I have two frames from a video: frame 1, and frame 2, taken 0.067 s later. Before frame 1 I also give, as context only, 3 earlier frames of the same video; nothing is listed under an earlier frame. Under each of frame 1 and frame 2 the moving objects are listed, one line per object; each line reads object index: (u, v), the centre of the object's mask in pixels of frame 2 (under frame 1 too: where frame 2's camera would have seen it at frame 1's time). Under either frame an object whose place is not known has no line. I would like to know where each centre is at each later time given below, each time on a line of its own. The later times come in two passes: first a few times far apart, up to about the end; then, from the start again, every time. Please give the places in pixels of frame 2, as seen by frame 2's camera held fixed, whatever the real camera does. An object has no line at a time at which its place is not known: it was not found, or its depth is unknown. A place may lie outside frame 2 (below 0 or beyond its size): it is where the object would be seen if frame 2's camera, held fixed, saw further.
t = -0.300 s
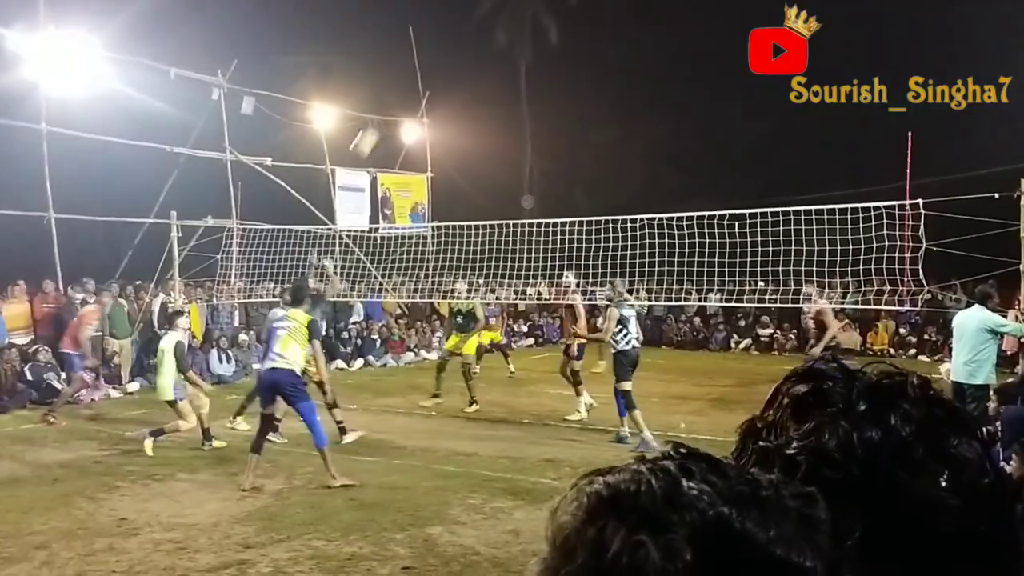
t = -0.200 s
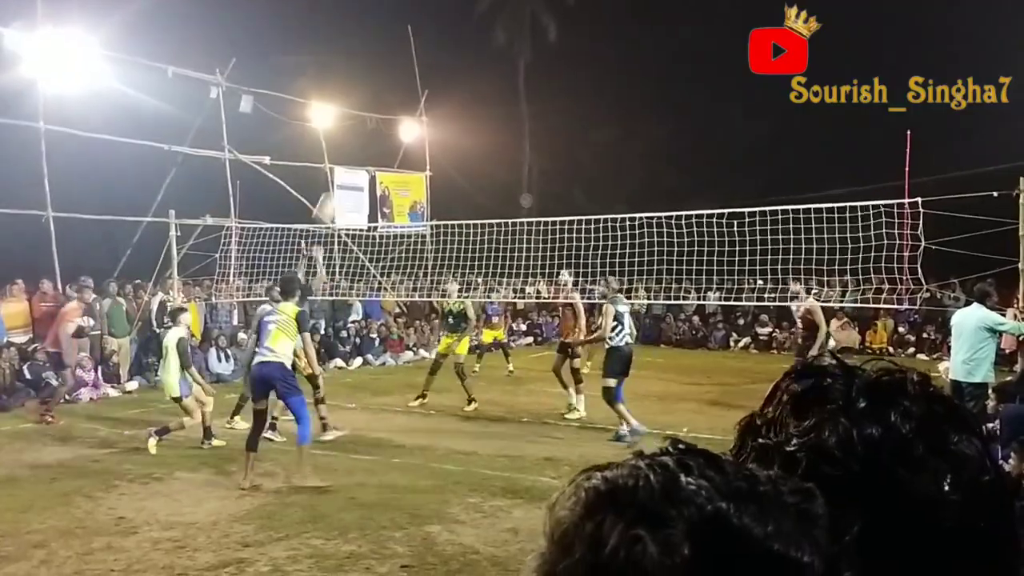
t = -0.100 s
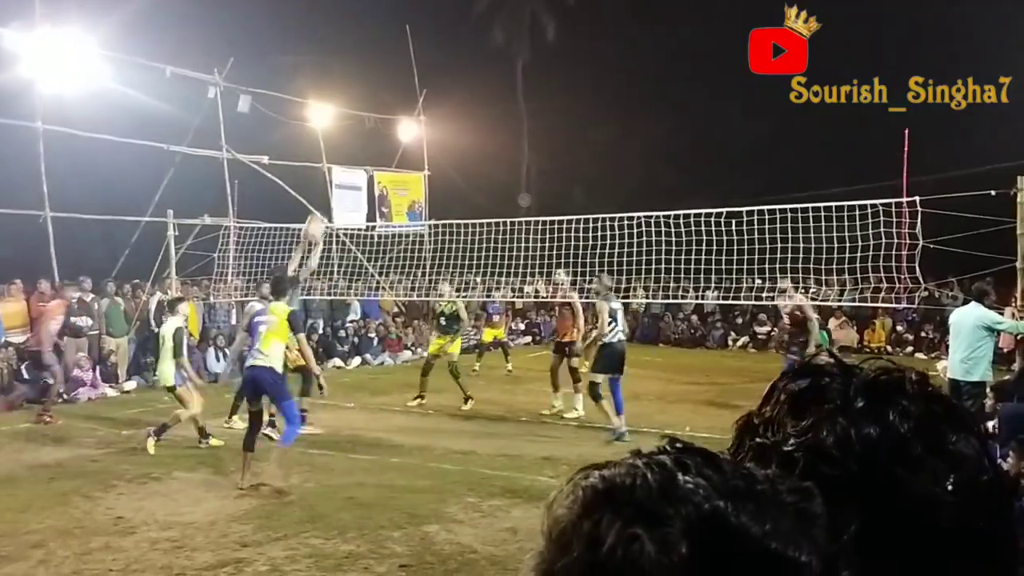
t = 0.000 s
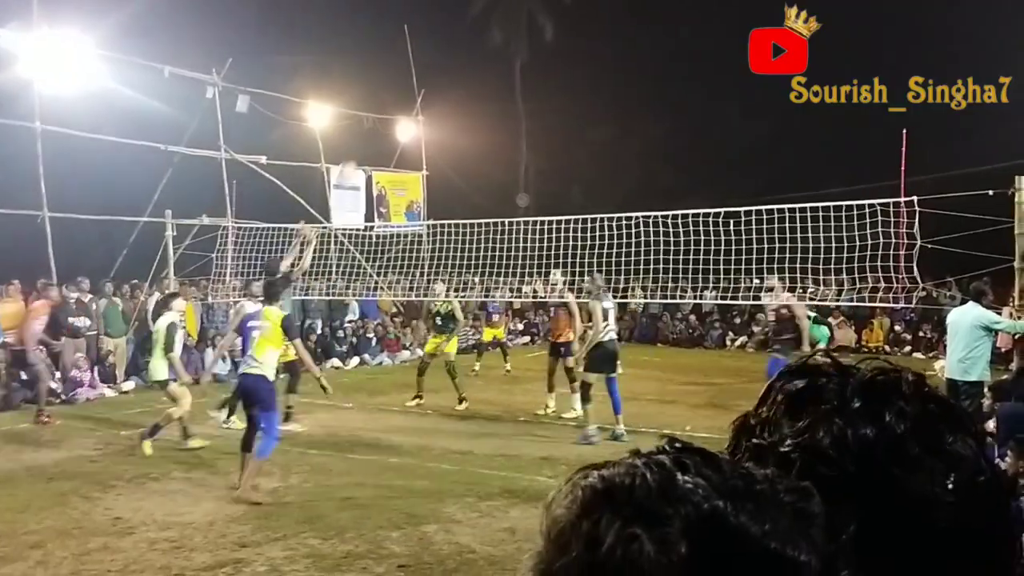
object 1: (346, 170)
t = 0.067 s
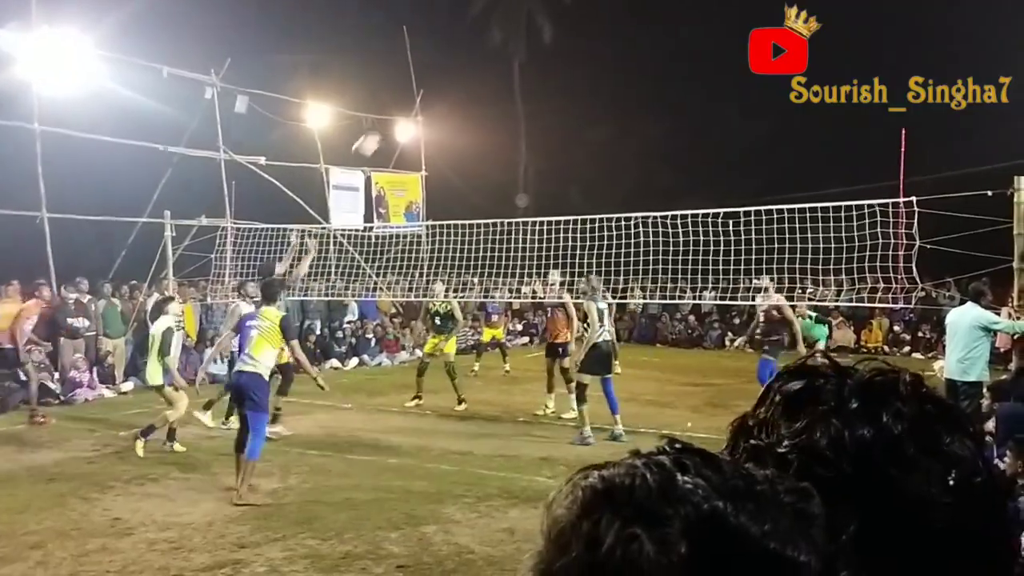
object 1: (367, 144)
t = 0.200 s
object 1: (410, 97)
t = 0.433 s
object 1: (479, 52)
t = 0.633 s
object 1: (536, 56)
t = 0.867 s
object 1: (595, 108)
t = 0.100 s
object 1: (378, 131)
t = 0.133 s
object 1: (388, 118)
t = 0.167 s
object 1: (399, 106)
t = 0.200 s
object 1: (410, 97)
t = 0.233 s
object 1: (420, 87)
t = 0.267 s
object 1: (430, 79)
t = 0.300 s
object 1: (440, 72)
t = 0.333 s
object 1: (450, 66)
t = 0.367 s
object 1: (460, 60)
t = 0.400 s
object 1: (470, 56)
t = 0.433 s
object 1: (479, 52)
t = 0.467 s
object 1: (489, 50)
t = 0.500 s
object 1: (498, 49)
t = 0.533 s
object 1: (508, 50)
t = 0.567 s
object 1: (518, 51)
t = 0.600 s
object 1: (527, 53)
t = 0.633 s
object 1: (536, 56)
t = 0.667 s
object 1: (545, 60)
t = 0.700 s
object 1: (553, 66)
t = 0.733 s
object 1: (562, 72)
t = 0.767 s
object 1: (570, 80)
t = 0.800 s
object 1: (578, 88)
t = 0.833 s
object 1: (587, 98)
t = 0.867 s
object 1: (595, 108)
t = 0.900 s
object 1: (604, 119)
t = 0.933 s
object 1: (612, 129)
